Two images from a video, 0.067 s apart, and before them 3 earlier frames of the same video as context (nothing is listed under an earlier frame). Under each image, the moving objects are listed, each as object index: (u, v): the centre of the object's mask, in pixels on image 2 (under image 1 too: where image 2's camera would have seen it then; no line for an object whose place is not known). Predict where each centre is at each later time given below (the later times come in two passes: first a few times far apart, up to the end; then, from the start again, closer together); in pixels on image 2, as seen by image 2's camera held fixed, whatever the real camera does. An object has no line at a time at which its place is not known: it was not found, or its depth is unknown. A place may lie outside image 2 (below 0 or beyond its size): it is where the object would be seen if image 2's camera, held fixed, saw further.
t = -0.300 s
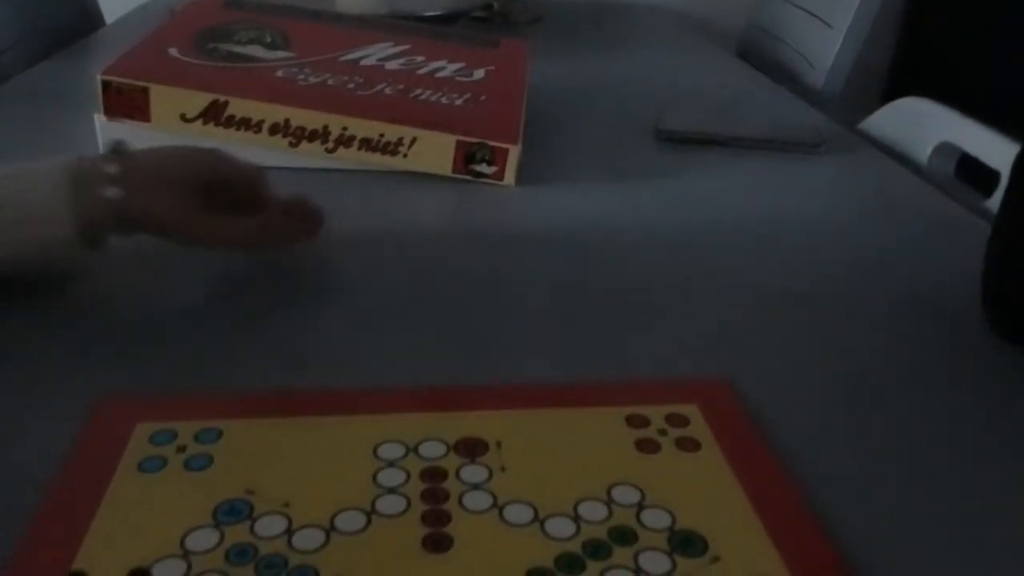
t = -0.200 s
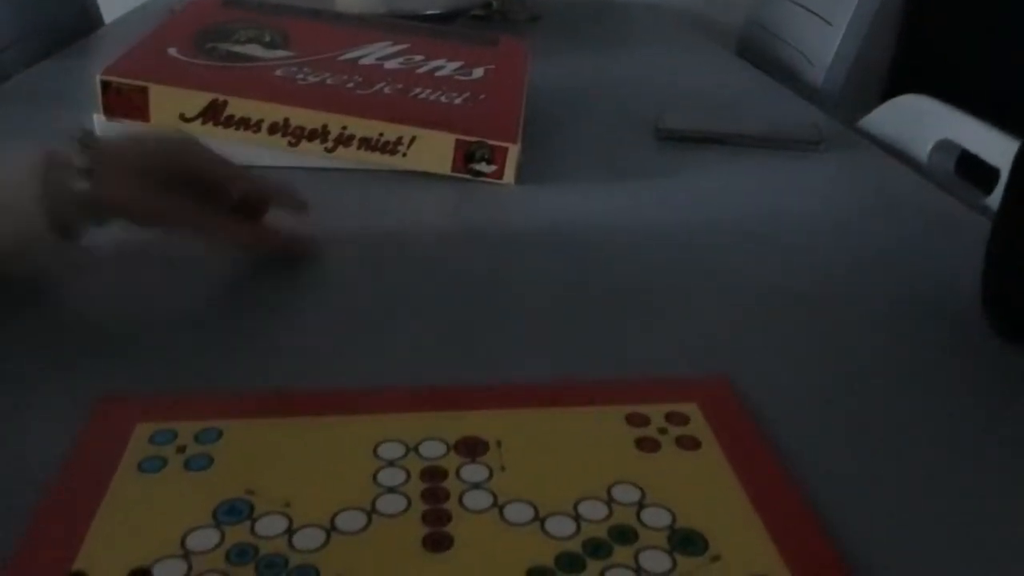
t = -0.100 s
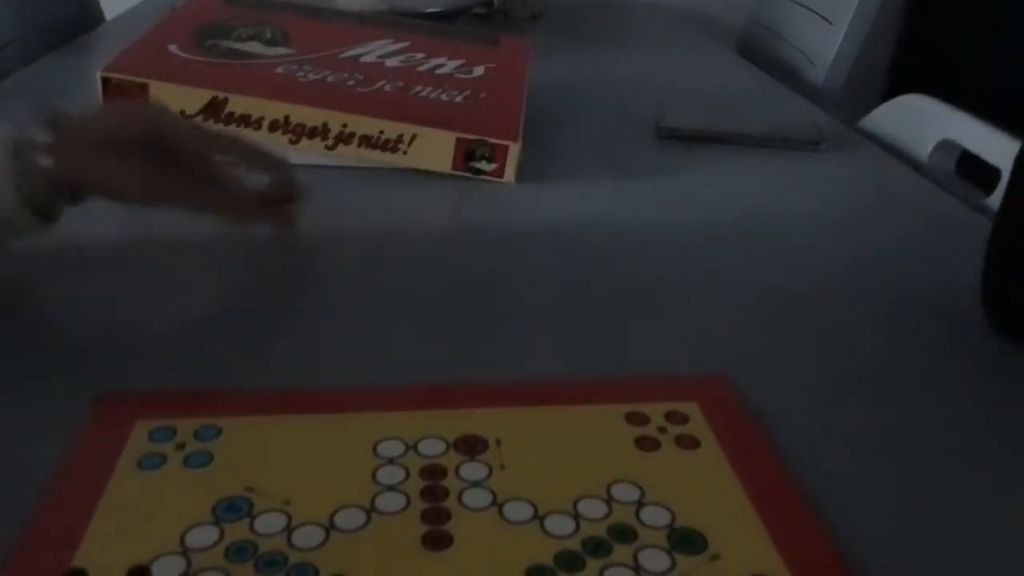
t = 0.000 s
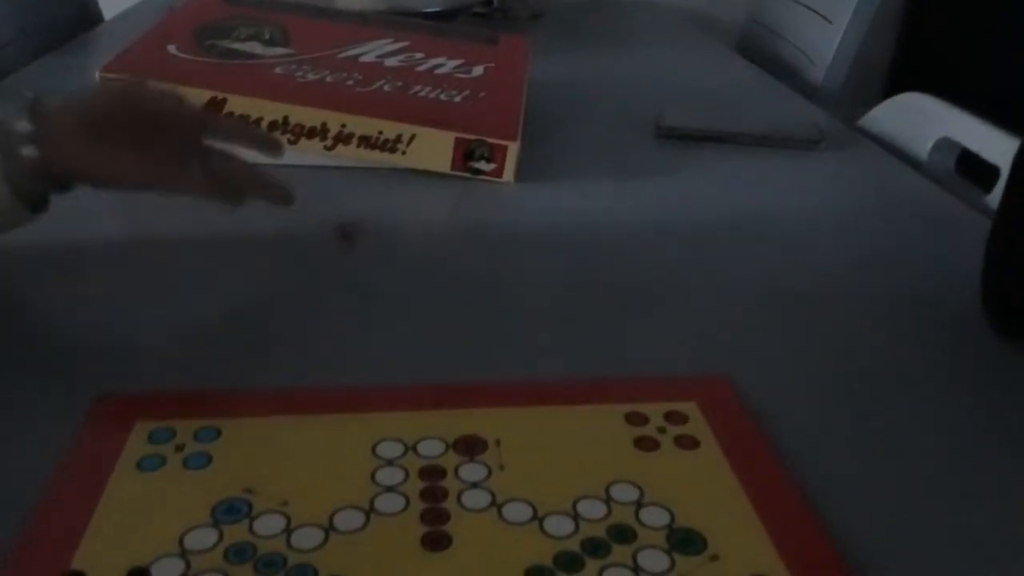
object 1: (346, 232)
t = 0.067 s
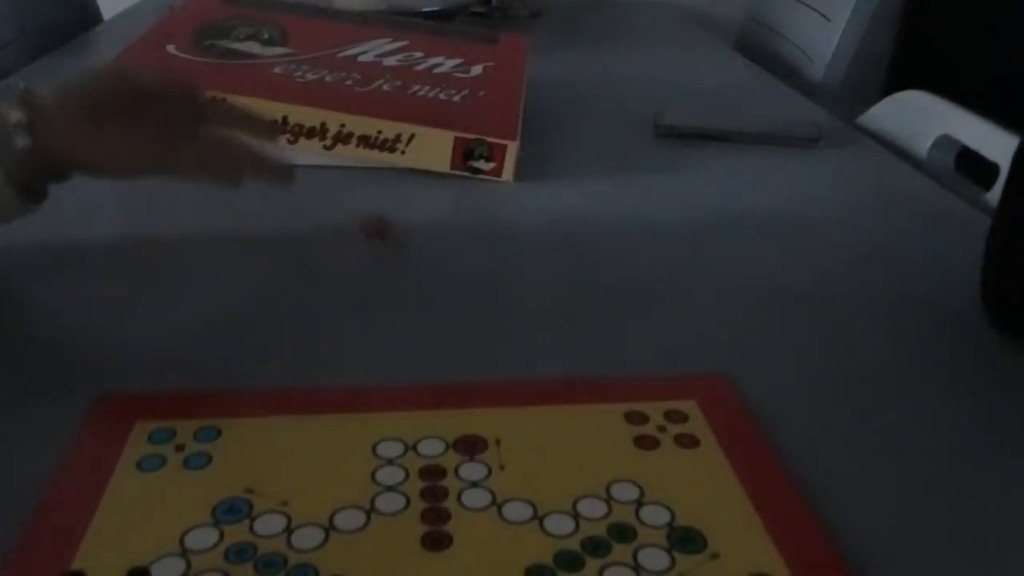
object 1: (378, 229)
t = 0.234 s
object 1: (459, 260)
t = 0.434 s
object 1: (538, 295)
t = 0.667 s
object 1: (588, 342)
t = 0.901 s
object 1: (596, 352)
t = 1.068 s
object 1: (596, 353)
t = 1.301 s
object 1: (598, 351)
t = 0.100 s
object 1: (398, 239)
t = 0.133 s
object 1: (412, 235)
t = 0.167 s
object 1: (422, 240)
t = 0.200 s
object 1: (445, 255)
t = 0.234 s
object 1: (459, 260)
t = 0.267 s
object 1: (475, 263)
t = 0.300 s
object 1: (490, 269)
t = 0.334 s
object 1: (503, 274)
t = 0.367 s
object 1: (515, 280)
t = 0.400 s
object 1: (527, 288)
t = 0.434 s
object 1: (538, 295)
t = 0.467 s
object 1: (548, 304)
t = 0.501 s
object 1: (559, 310)
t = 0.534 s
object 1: (565, 316)
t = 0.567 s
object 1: (570, 322)
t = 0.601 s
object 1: (576, 330)
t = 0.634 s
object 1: (580, 334)
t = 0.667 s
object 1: (588, 342)
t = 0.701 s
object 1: (592, 347)
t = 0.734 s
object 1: (595, 350)
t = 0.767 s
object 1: (595, 352)
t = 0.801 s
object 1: (595, 352)
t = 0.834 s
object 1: (595, 352)
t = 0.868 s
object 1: (595, 352)
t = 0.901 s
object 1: (596, 352)
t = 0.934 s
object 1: (595, 353)
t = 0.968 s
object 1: (595, 353)
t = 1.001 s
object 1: (595, 354)
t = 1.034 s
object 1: (596, 354)
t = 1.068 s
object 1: (596, 353)
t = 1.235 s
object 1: (598, 352)
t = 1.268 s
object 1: (597, 351)
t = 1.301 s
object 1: (598, 351)
